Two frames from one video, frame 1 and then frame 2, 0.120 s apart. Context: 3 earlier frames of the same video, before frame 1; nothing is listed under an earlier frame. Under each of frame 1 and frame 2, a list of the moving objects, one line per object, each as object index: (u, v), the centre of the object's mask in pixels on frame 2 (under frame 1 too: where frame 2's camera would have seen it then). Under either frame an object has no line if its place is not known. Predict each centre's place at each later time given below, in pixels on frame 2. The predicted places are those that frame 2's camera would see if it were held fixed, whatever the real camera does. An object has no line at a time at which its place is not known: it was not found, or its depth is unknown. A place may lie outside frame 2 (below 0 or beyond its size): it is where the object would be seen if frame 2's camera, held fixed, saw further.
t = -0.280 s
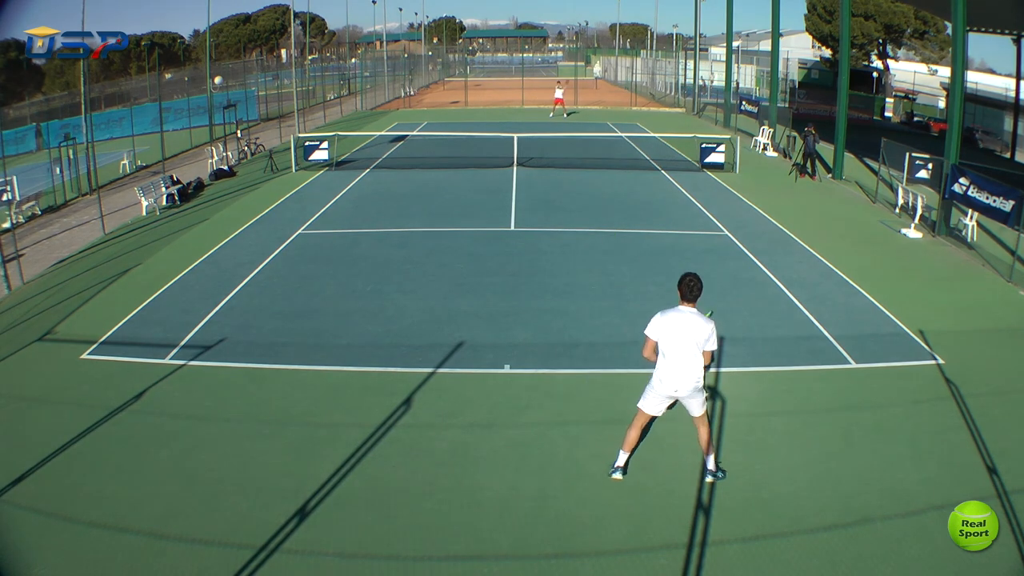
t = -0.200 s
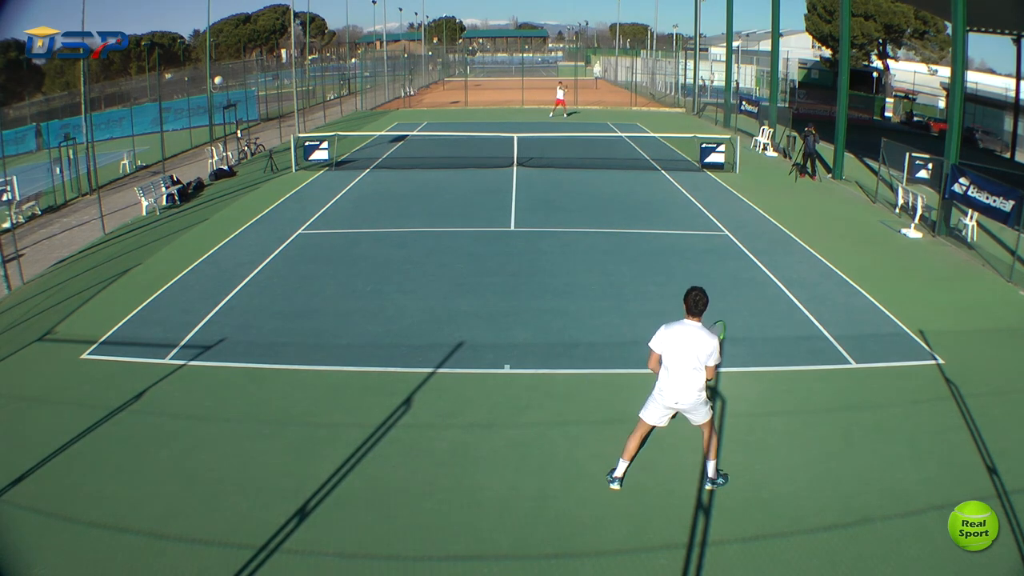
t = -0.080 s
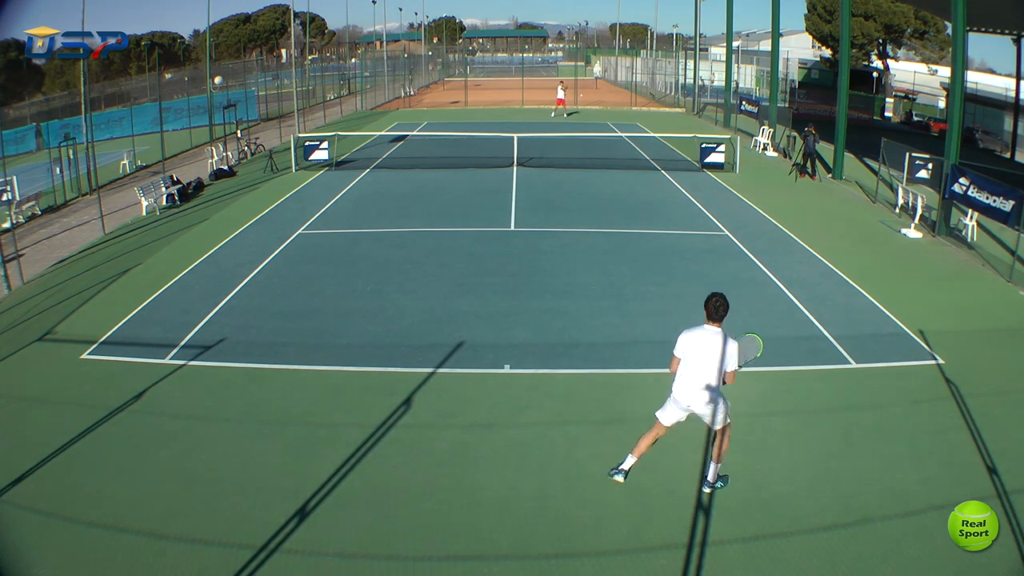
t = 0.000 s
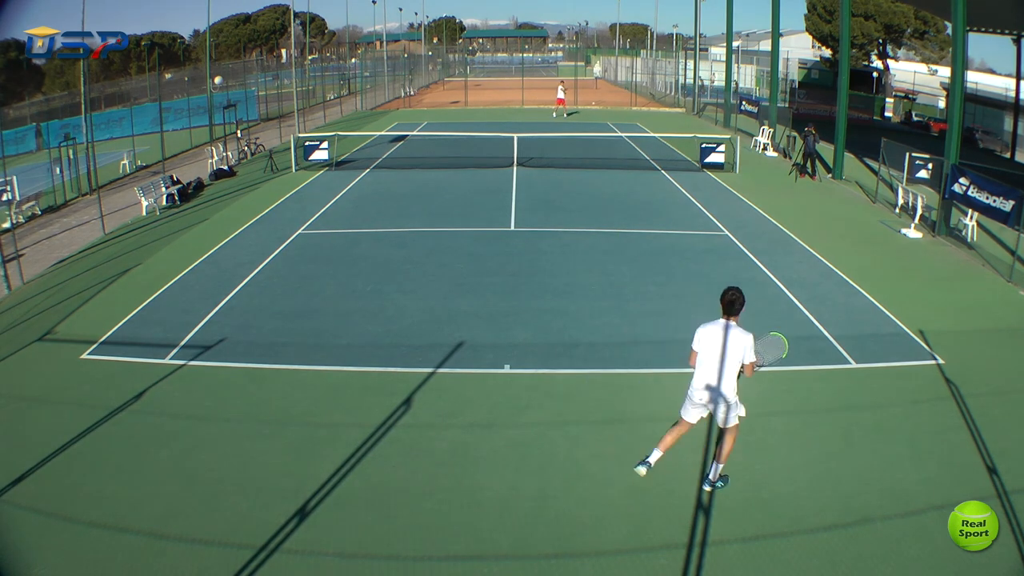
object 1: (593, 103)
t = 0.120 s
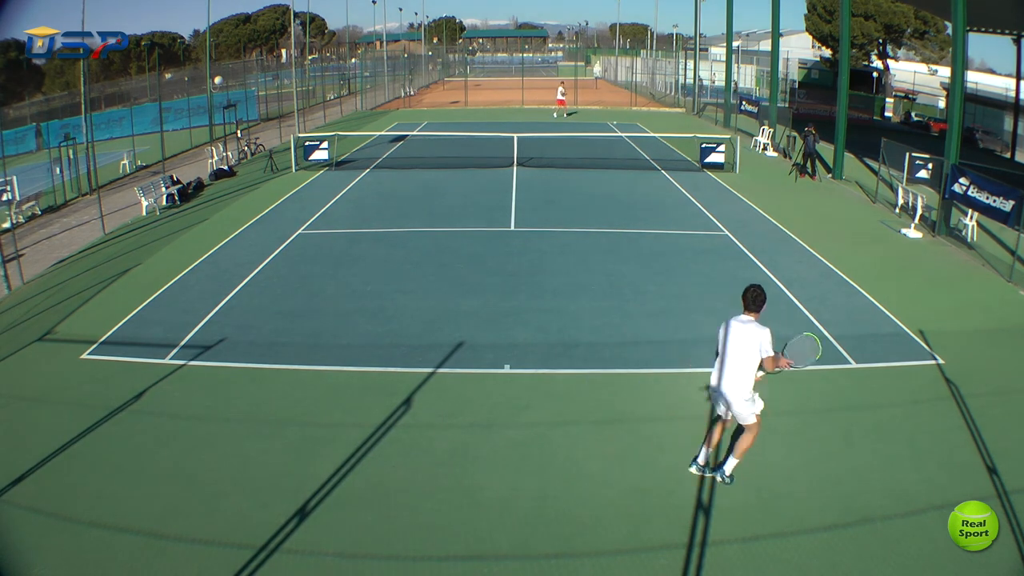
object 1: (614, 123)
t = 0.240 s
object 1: (642, 155)
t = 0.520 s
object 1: (723, 244)
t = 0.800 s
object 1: (828, 257)
